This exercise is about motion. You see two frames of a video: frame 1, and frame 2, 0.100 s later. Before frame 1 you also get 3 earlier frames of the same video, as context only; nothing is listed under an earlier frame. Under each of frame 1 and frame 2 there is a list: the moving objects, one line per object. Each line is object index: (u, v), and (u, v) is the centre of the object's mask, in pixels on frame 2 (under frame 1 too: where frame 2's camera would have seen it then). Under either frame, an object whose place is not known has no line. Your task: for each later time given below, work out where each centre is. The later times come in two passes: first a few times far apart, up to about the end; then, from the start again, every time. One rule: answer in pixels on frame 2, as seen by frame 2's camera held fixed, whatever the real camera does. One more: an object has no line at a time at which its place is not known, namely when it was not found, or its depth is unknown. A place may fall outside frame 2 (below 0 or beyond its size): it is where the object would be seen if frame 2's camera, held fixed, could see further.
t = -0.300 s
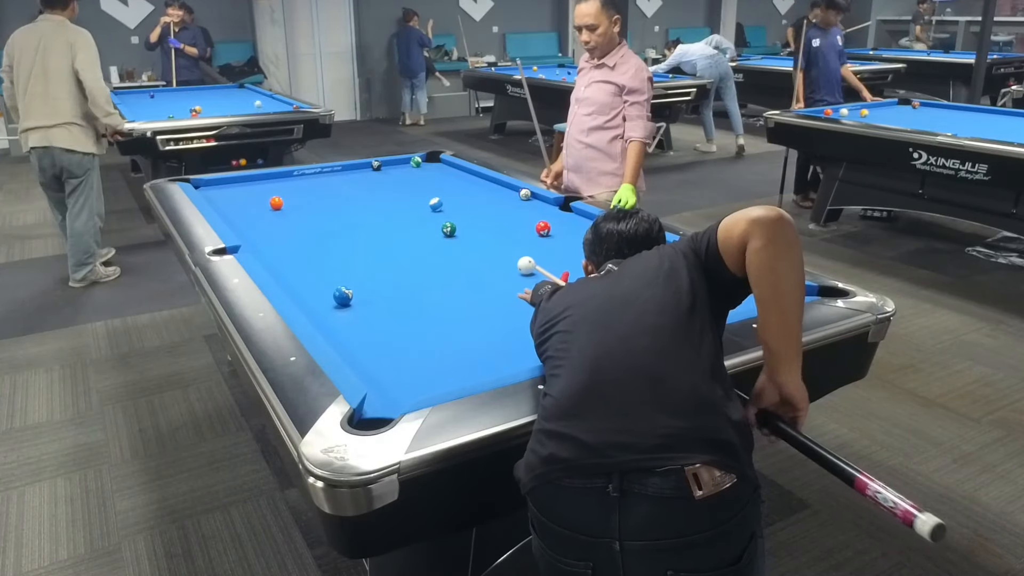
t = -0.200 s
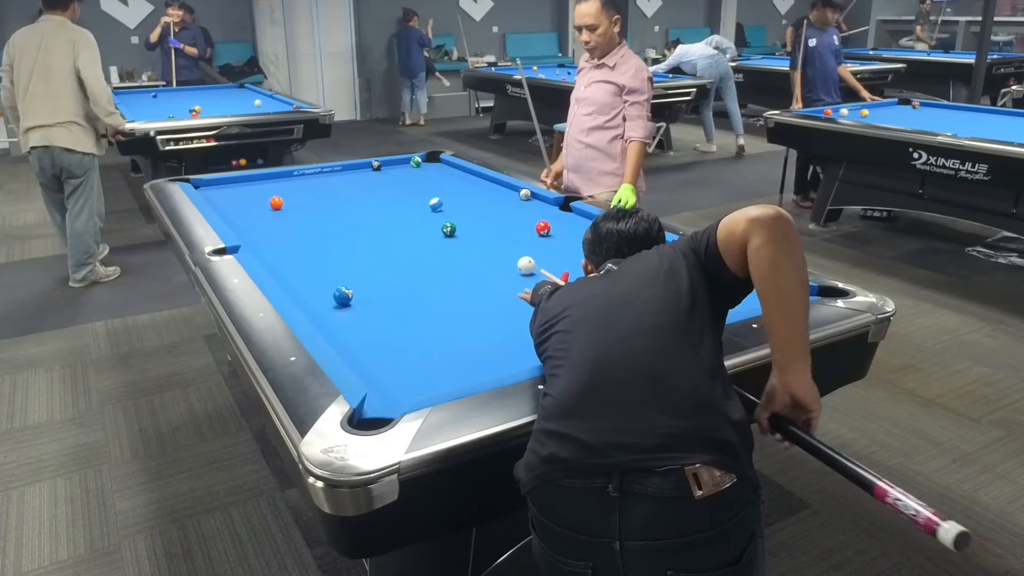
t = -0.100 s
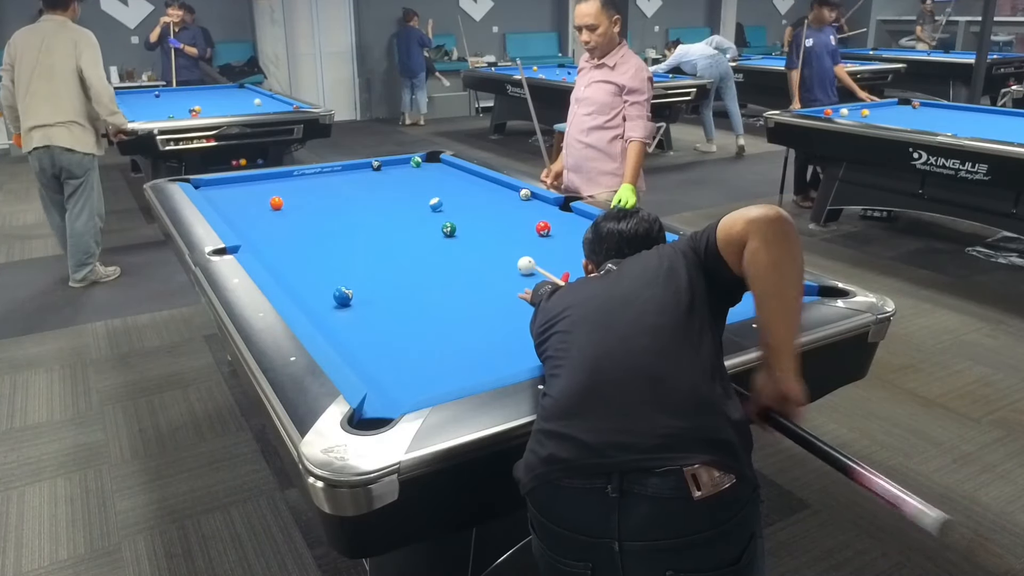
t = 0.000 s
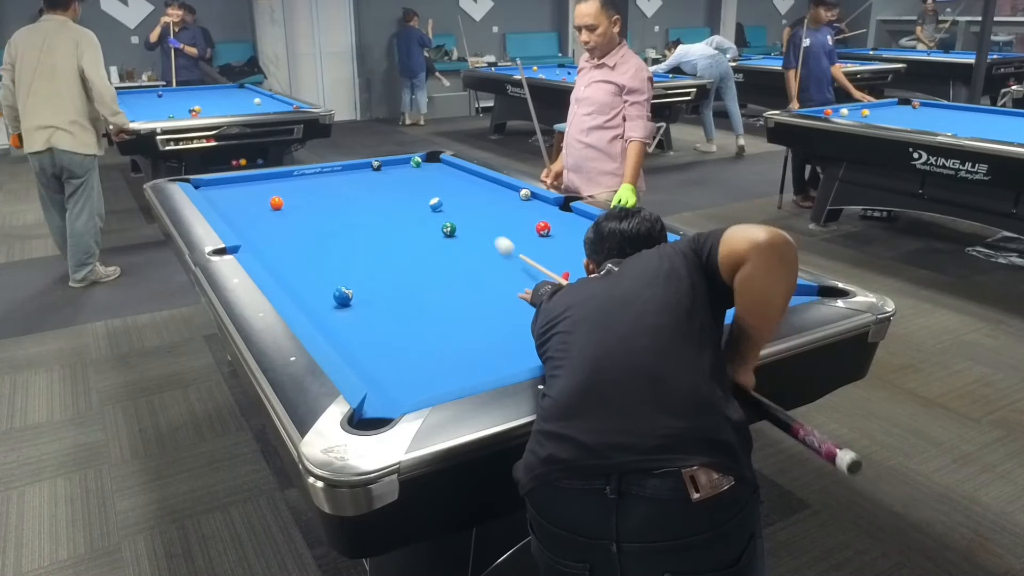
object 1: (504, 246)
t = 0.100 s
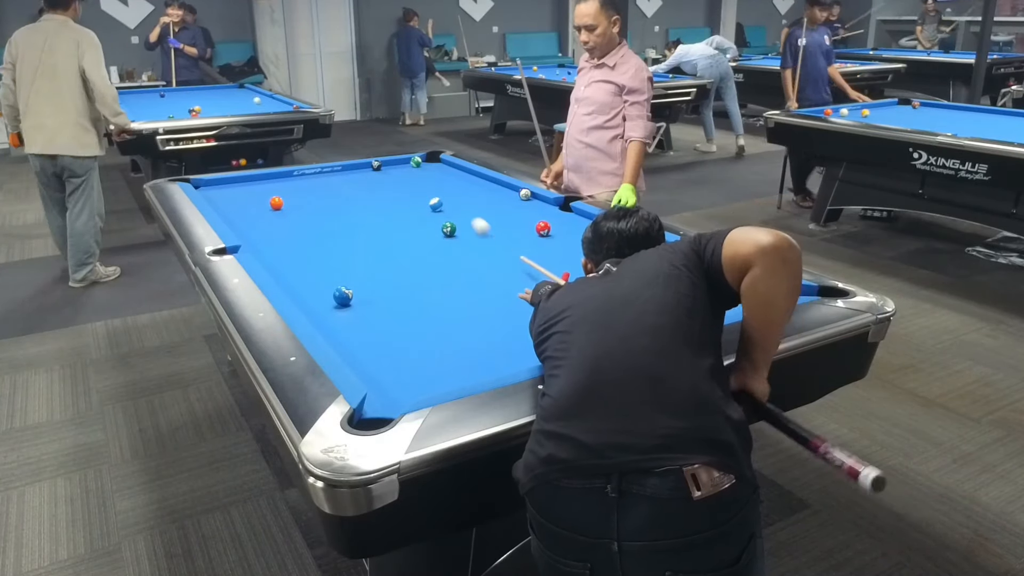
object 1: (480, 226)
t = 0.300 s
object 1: (444, 195)
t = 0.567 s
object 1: (410, 166)
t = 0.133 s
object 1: (474, 220)
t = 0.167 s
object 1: (467, 215)
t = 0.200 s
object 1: (461, 210)
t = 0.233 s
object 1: (455, 204)
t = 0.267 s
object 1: (449, 200)
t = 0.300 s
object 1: (444, 195)
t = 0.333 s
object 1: (439, 191)
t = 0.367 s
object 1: (434, 187)
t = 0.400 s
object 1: (429, 183)
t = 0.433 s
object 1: (425, 179)
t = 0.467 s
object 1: (421, 175)
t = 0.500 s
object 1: (417, 172)
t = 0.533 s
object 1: (413, 169)
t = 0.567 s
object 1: (410, 166)
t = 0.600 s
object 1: (405, 163)
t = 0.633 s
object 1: (401, 161)
